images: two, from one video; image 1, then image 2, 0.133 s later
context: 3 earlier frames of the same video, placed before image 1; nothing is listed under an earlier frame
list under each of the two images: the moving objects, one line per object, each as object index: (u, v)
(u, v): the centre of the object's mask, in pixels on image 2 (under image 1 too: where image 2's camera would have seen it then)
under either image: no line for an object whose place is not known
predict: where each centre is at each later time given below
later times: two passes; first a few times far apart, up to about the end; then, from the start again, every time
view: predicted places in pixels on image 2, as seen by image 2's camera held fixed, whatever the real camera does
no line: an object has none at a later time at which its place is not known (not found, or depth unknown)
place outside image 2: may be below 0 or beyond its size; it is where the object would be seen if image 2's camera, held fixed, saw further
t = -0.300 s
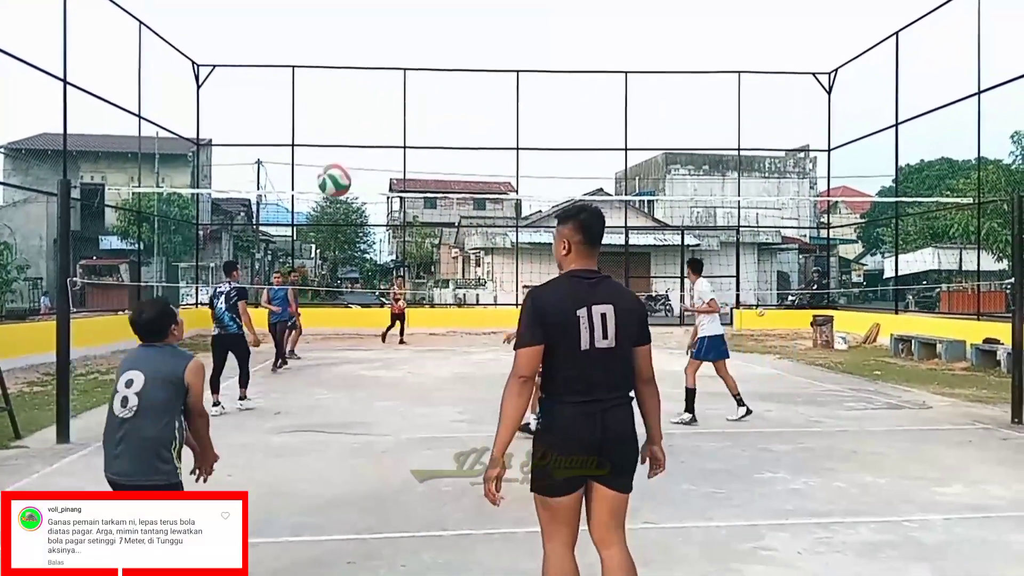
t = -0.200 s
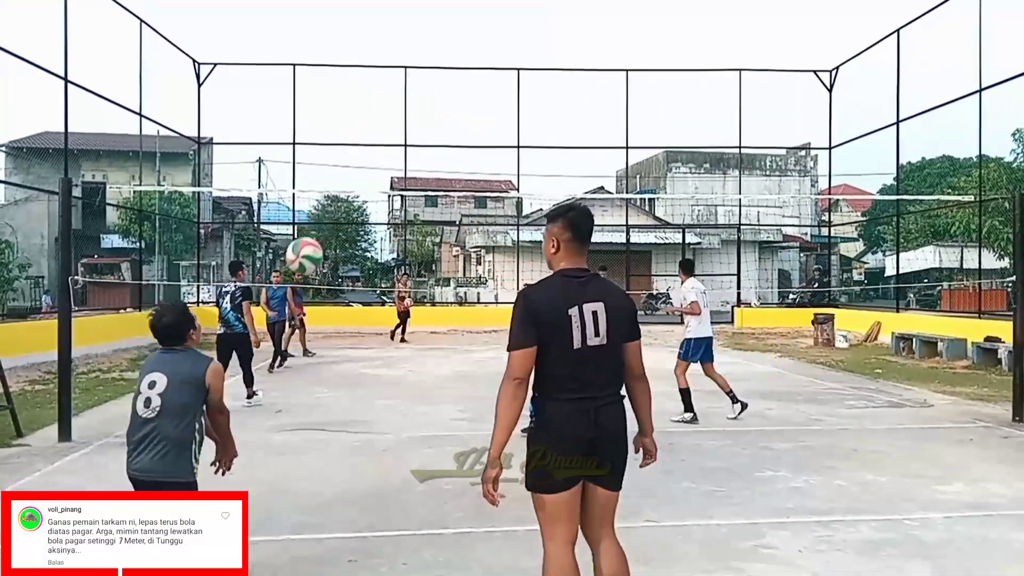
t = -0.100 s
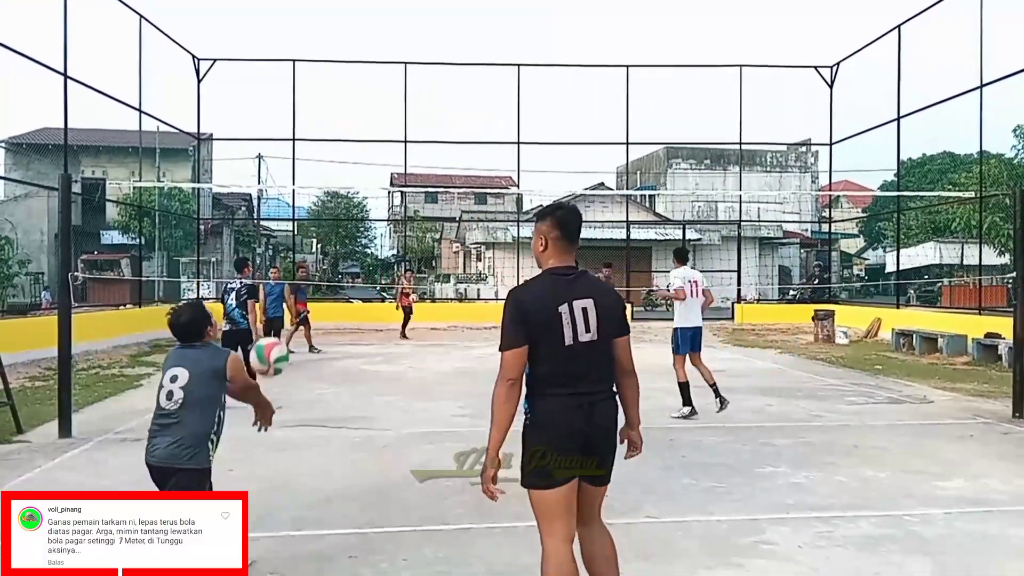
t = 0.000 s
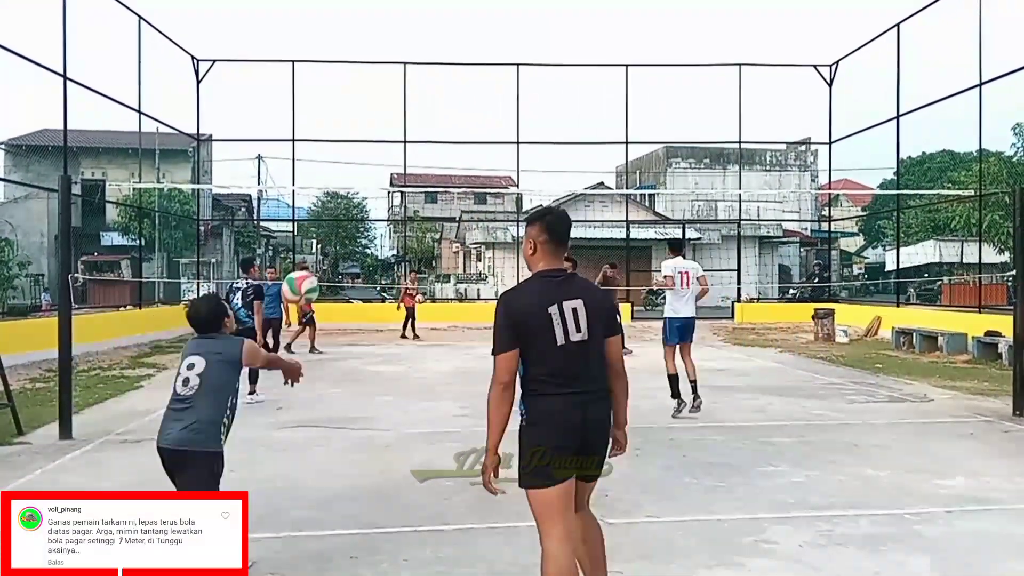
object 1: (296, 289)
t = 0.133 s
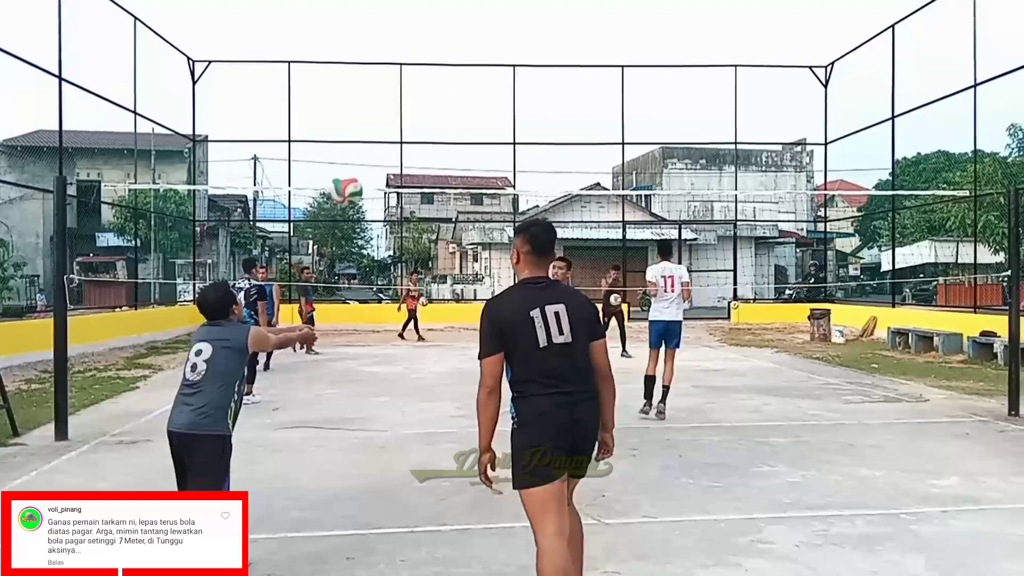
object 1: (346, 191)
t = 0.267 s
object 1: (386, 131)
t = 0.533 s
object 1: (447, 104)
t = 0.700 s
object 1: (477, 129)
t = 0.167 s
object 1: (357, 173)
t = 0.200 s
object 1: (367, 156)
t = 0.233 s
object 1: (377, 143)
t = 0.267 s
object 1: (386, 131)
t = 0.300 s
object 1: (395, 122)
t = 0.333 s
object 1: (403, 114)
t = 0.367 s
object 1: (411, 109)
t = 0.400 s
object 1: (419, 105)
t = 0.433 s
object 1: (427, 102)
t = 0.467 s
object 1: (434, 101)
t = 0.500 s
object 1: (440, 102)
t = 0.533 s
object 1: (447, 104)
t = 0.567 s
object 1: (454, 106)
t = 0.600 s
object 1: (460, 110)
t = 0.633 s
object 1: (466, 116)
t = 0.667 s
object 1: (472, 122)
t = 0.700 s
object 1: (477, 129)
